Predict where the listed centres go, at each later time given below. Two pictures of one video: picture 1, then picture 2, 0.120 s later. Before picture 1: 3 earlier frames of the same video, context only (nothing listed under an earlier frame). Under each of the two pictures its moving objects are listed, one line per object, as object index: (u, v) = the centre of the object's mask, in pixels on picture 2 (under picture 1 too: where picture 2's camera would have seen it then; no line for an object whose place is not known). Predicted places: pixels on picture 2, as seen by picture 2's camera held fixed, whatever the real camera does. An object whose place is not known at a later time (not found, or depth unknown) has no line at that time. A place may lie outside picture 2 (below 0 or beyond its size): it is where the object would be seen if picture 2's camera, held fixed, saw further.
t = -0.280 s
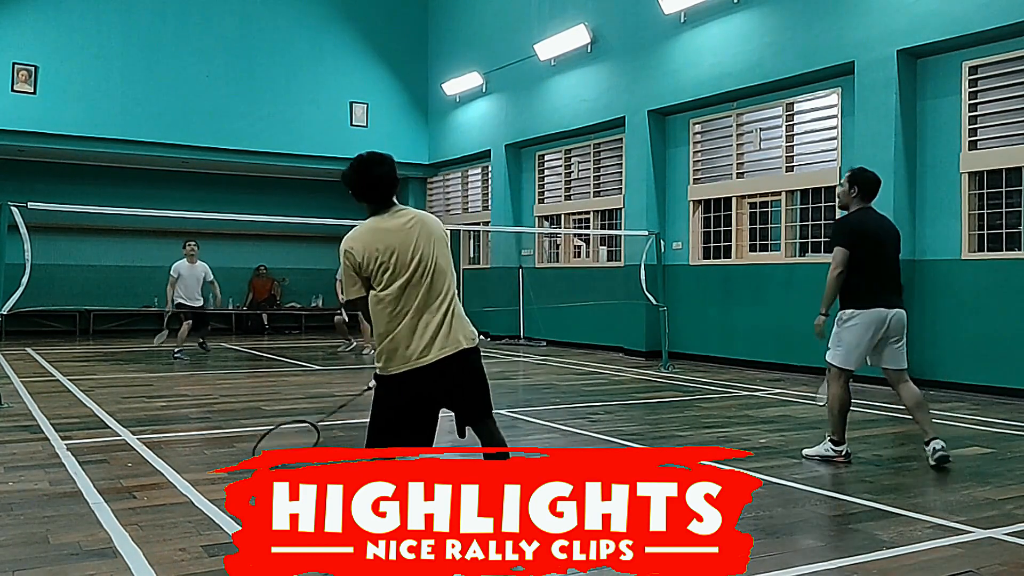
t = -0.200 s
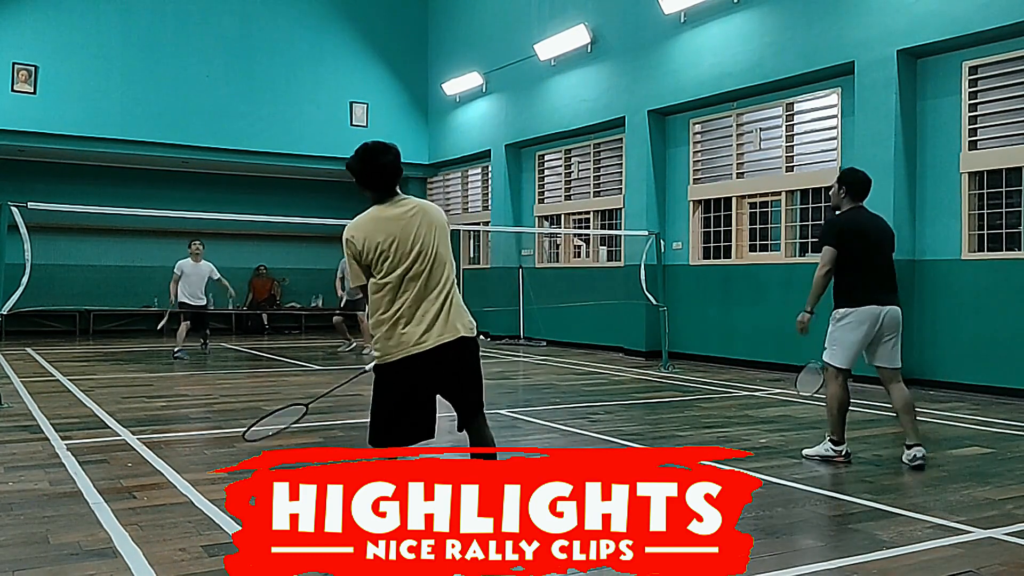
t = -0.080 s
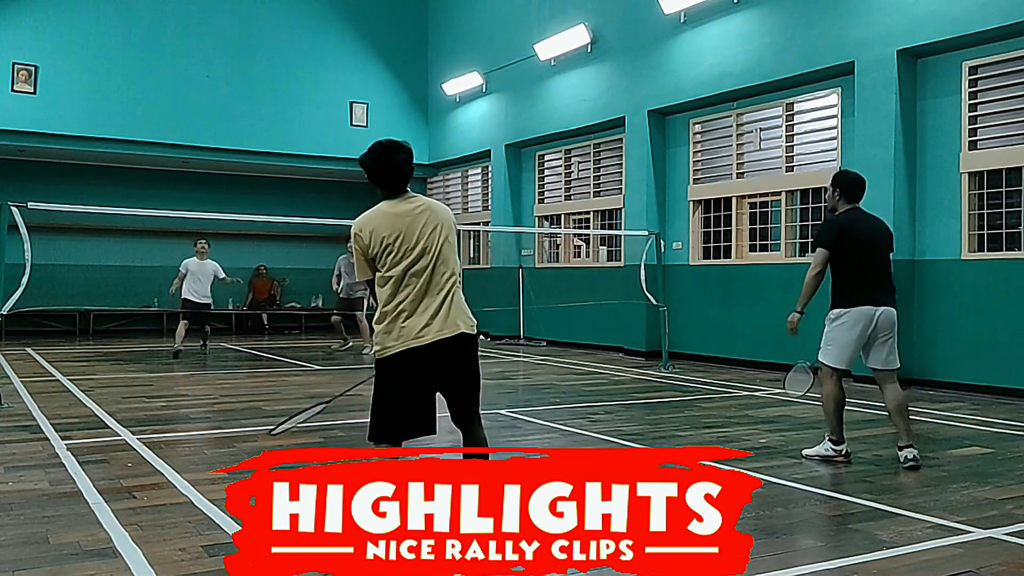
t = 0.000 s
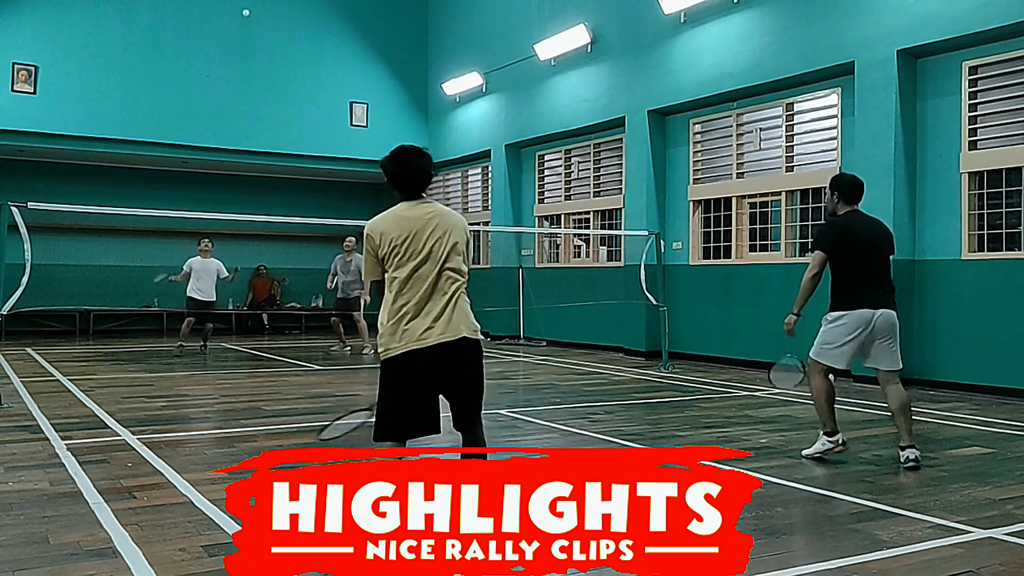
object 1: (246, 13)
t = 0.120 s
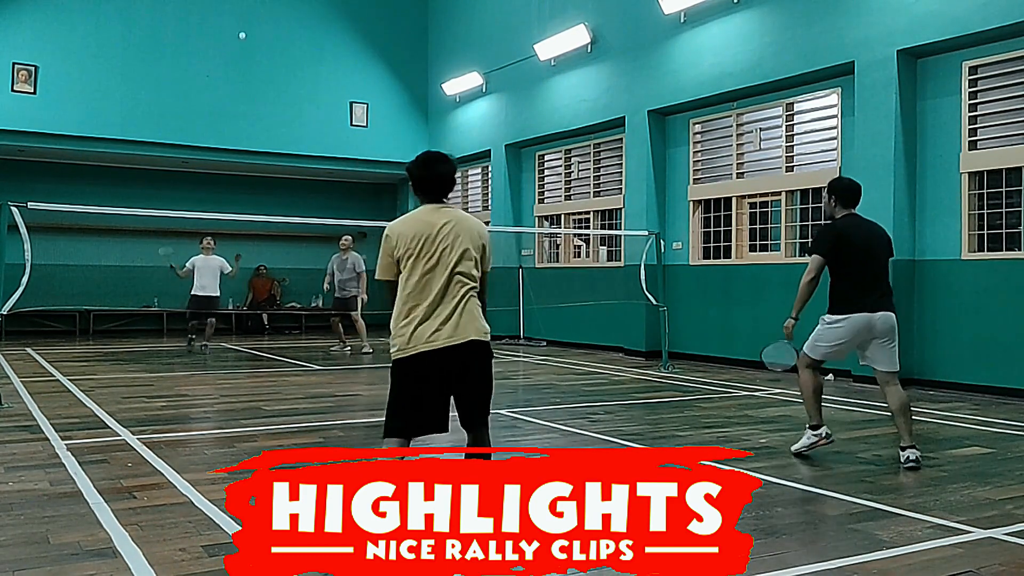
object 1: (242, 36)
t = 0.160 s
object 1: (241, 44)
